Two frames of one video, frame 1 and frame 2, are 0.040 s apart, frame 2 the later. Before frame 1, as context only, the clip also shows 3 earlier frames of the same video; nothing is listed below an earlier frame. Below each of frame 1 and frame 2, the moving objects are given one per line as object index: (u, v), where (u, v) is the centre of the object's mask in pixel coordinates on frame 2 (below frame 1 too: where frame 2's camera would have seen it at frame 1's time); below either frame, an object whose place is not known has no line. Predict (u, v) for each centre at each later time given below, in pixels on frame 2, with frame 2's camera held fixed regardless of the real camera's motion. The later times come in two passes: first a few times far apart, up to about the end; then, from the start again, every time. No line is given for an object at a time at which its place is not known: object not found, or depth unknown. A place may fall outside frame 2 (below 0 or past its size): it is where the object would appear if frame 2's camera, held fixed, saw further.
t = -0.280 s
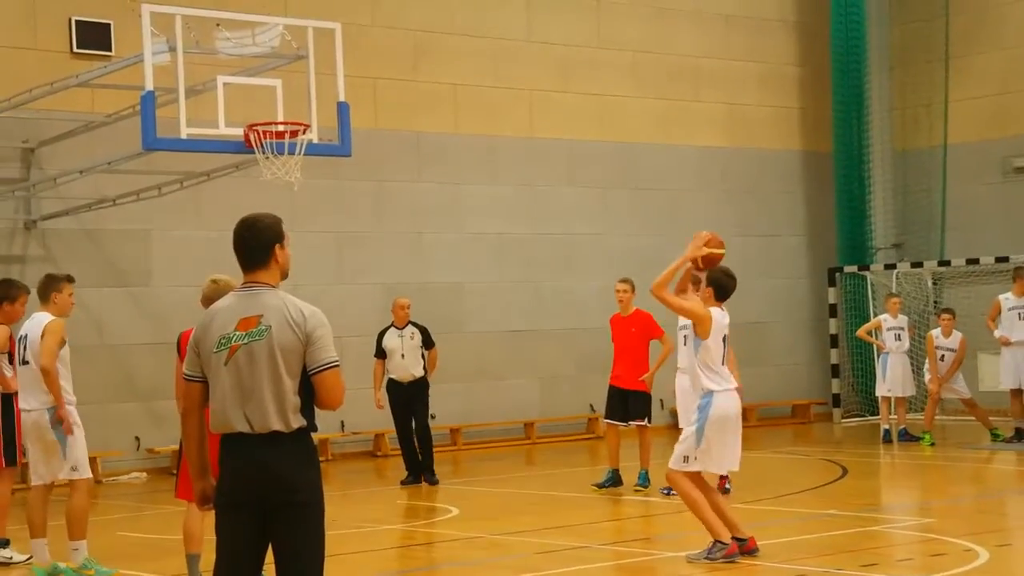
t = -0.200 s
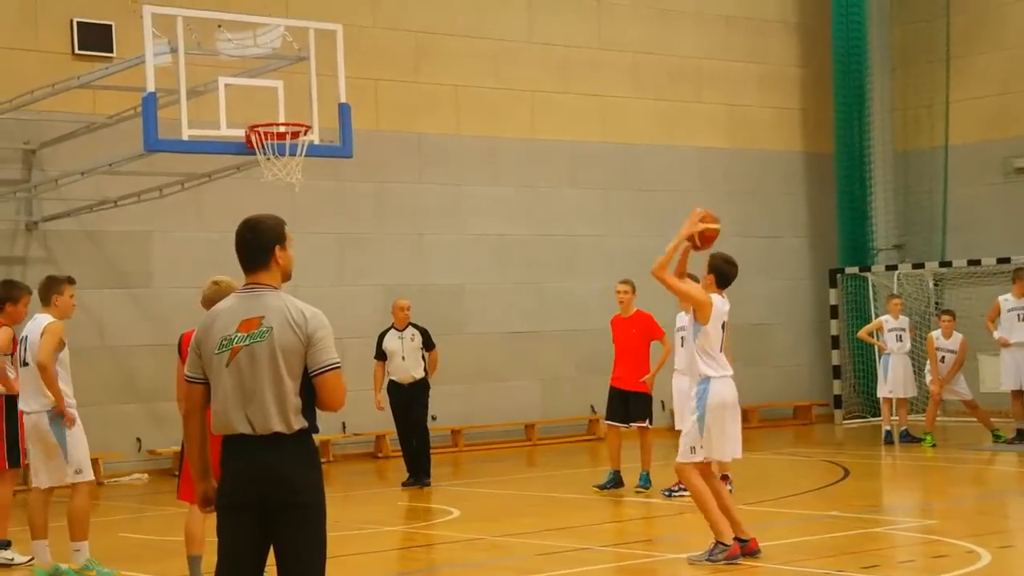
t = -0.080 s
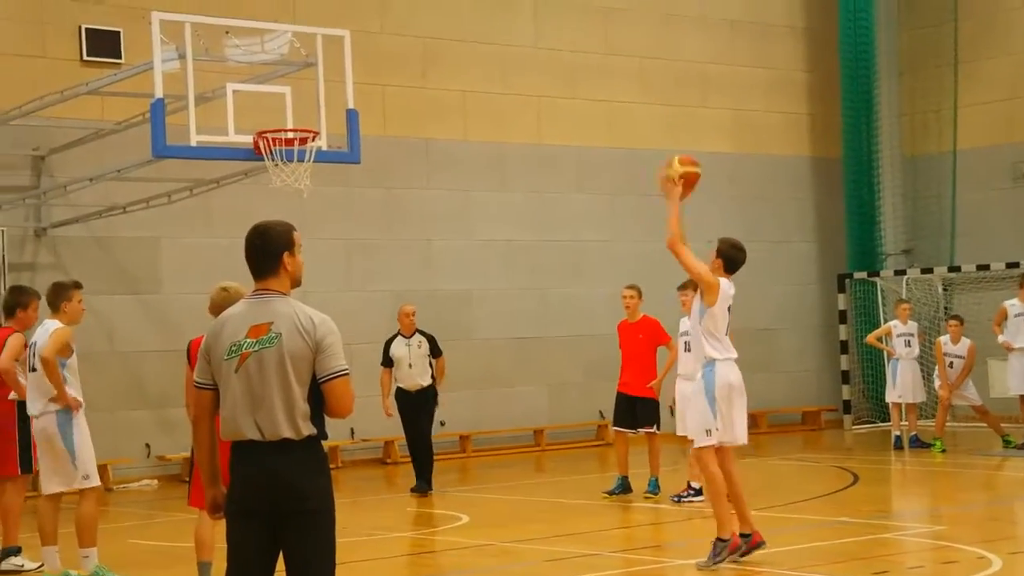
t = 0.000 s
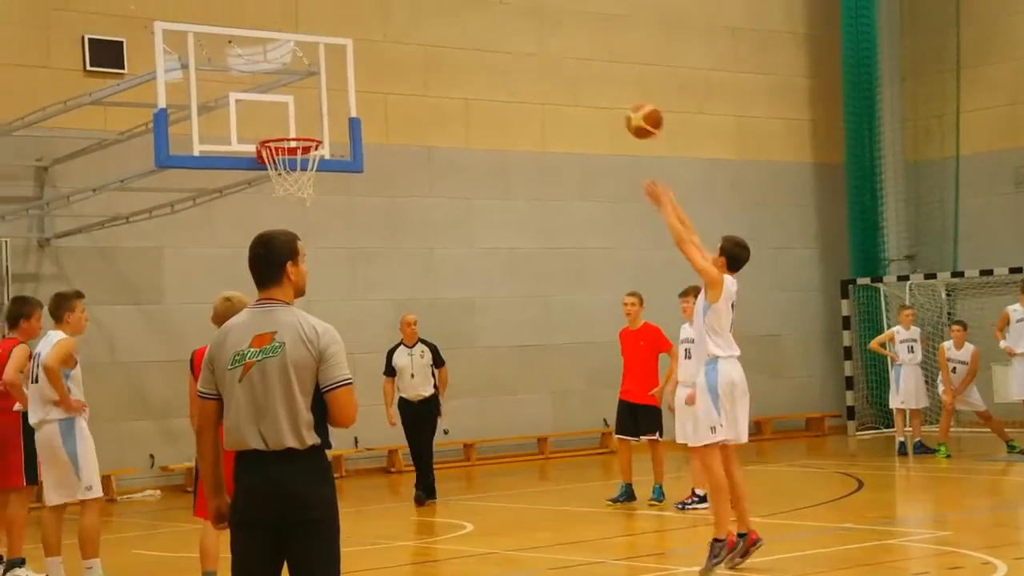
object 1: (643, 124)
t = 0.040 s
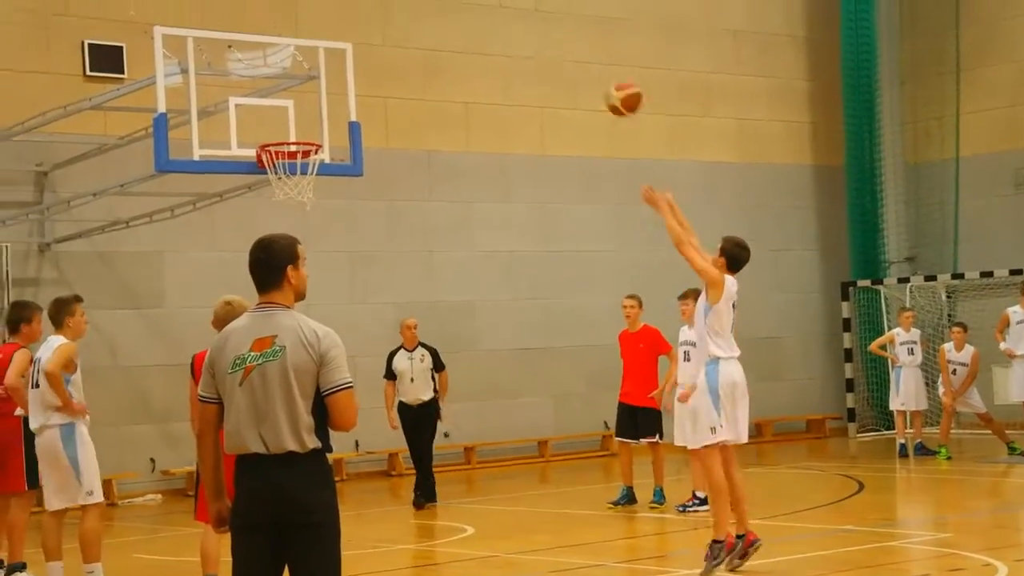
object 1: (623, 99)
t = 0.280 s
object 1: (514, 6)
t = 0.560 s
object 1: (408, 5)
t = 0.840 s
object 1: (320, 108)
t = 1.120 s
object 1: (281, 121)
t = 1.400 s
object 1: (286, 144)
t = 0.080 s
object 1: (604, 77)
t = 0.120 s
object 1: (585, 57)
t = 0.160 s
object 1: (566, 40)
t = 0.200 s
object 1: (548, 25)
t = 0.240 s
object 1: (531, 14)
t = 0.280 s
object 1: (514, 6)
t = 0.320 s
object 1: (497, 2)
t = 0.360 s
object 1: (481, -1)
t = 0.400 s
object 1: (466, -3)
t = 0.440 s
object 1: (451, -3)
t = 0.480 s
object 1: (436, -2)
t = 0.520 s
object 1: (422, 0)
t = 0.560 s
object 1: (408, 5)
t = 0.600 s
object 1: (394, 14)
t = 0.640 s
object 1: (381, 25)
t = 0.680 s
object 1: (369, 38)
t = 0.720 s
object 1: (355, 52)
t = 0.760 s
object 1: (343, 68)
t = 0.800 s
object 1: (332, 87)
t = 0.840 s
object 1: (320, 108)
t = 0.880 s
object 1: (308, 128)
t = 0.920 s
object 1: (301, 127)
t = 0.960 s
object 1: (294, 124)
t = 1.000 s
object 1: (287, 123)
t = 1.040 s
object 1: (280, 123)
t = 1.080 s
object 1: (276, 123)
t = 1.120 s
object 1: (281, 121)
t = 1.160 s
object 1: (286, 121)
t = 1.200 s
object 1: (291, 123)
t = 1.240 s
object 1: (296, 127)
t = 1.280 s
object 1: (301, 131)
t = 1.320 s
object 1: (304, 134)
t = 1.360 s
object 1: (294, 135)
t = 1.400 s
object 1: (286, 144)
